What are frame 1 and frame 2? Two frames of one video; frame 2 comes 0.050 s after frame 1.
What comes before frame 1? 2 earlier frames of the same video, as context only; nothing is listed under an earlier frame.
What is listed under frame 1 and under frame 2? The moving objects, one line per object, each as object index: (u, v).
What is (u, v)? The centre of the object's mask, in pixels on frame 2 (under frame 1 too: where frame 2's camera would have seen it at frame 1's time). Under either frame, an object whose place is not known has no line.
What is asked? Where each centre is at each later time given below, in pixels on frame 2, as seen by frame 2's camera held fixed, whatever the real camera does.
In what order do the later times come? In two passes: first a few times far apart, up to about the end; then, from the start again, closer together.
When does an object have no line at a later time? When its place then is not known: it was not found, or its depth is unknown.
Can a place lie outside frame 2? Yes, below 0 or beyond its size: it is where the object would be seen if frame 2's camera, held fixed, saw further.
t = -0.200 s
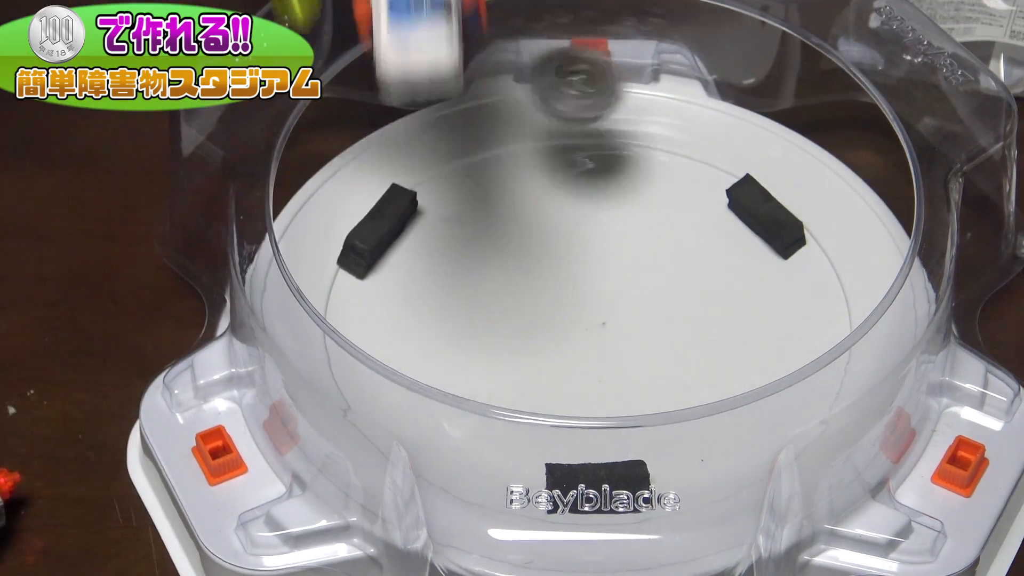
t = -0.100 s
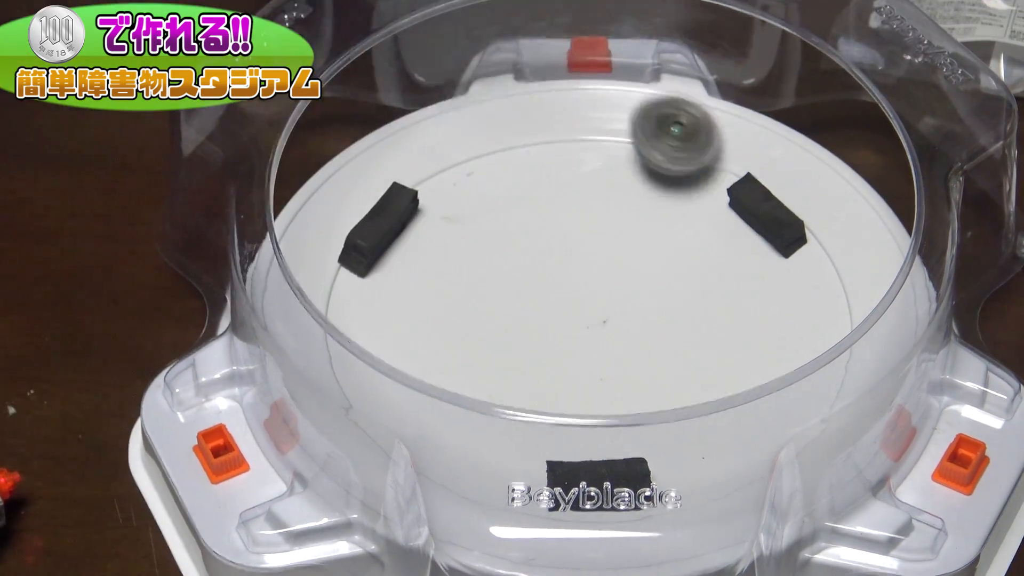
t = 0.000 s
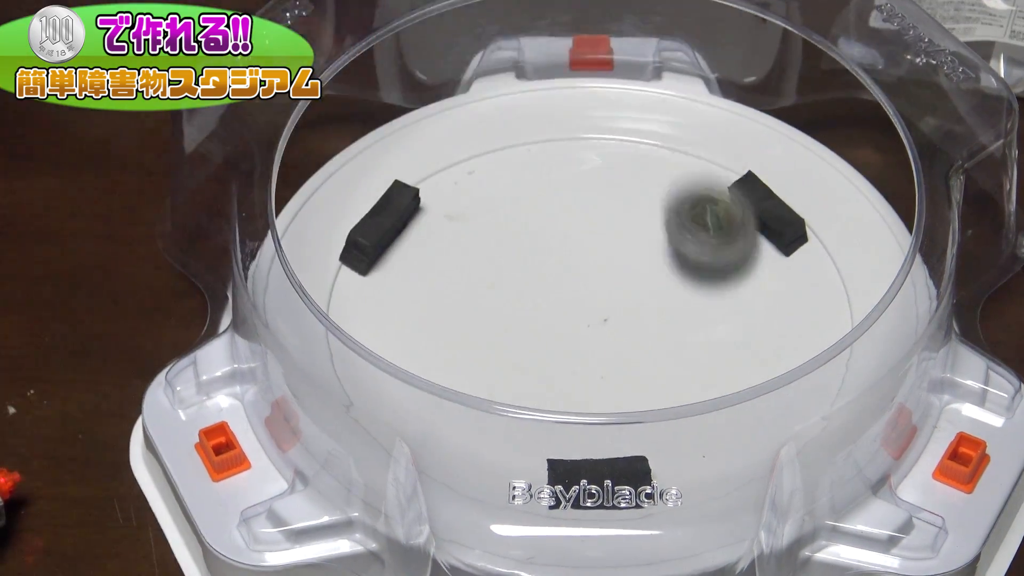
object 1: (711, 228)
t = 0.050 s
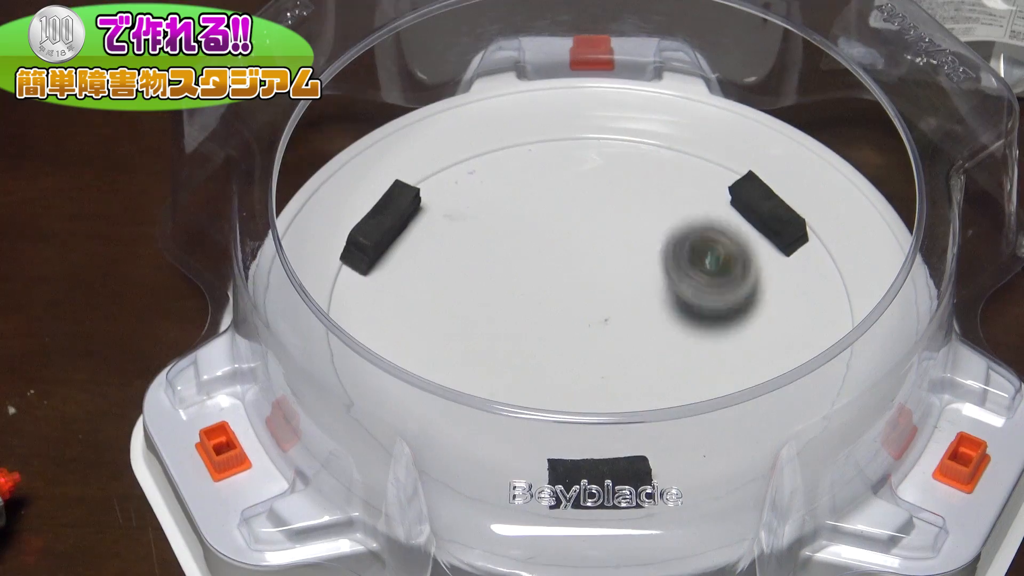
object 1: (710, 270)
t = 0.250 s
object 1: (647, 411)
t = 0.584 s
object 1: (833, 198)
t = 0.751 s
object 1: (867, 218)
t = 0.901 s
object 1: (839, 241)
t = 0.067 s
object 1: (708, 288)
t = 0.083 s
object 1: (706, 310)
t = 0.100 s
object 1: (702, 328)
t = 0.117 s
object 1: (698, 341)
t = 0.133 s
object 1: (693, 356)
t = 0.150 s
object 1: (687, 363)
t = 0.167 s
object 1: (680, 369)
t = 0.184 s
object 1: (675, 387)
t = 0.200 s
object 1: (667, 401)
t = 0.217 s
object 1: (660, 404)
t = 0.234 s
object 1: (654, 406)
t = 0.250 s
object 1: (647, 411)
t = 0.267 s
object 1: (647, 419)
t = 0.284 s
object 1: (668, 420)
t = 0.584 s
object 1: (833, 198)
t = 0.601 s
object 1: (837, 196)
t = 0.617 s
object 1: (843, 199)
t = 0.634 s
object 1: (849, 201)
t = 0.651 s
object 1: (853, 205)
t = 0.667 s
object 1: (858, 207)
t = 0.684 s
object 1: (862, 210)
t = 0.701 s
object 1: (865, 212)
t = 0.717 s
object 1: (866, 215)
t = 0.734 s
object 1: (867, 216)
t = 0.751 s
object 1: (867, 218)
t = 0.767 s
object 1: (866, 221)
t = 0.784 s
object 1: (865, 223)
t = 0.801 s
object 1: (863, 226)
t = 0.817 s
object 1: (861, 228)
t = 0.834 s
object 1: (858, 231)
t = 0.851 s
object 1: (854, 233)
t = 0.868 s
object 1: (850, 236)
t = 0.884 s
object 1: (844, 239)
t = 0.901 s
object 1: (839, 241)
